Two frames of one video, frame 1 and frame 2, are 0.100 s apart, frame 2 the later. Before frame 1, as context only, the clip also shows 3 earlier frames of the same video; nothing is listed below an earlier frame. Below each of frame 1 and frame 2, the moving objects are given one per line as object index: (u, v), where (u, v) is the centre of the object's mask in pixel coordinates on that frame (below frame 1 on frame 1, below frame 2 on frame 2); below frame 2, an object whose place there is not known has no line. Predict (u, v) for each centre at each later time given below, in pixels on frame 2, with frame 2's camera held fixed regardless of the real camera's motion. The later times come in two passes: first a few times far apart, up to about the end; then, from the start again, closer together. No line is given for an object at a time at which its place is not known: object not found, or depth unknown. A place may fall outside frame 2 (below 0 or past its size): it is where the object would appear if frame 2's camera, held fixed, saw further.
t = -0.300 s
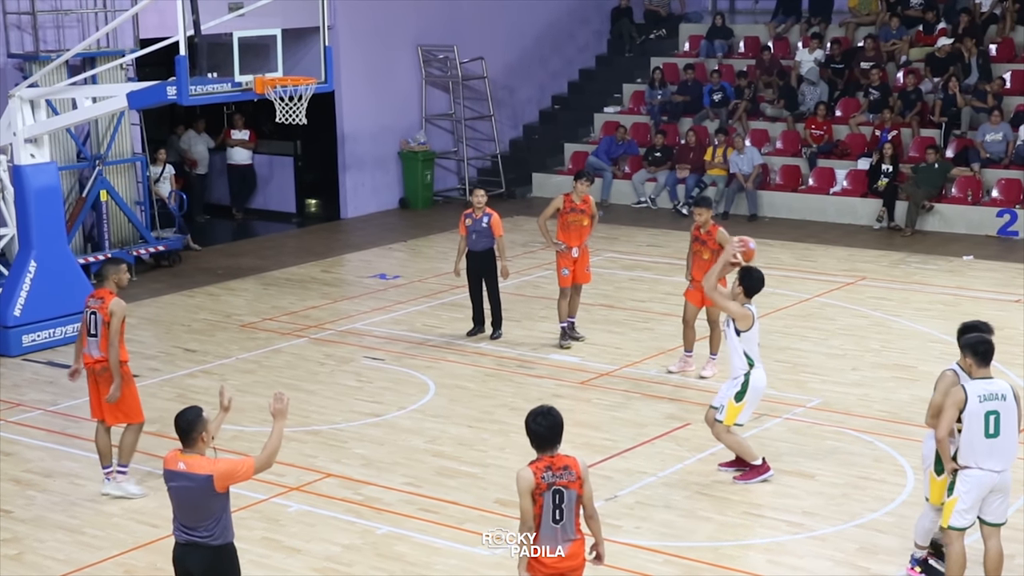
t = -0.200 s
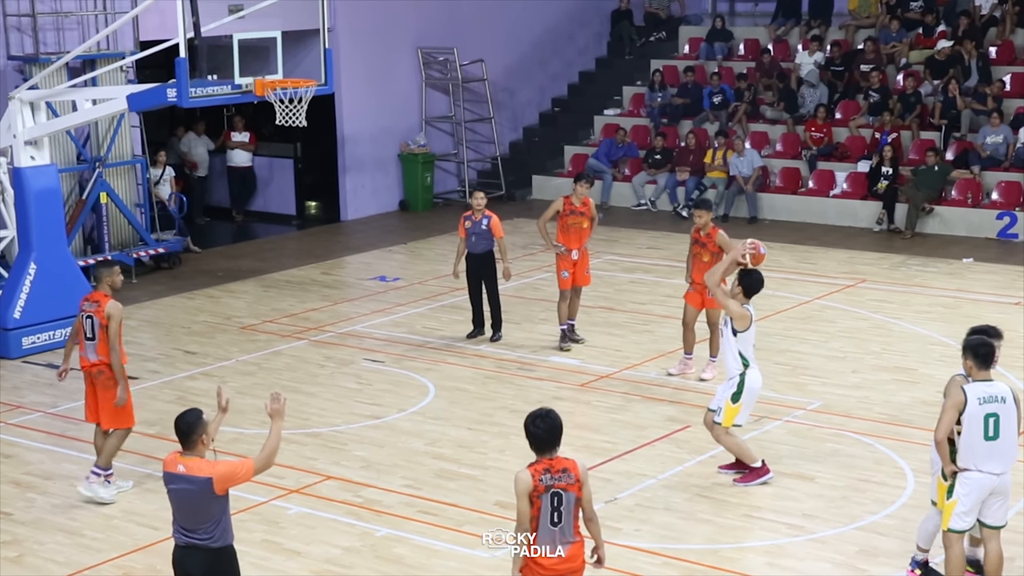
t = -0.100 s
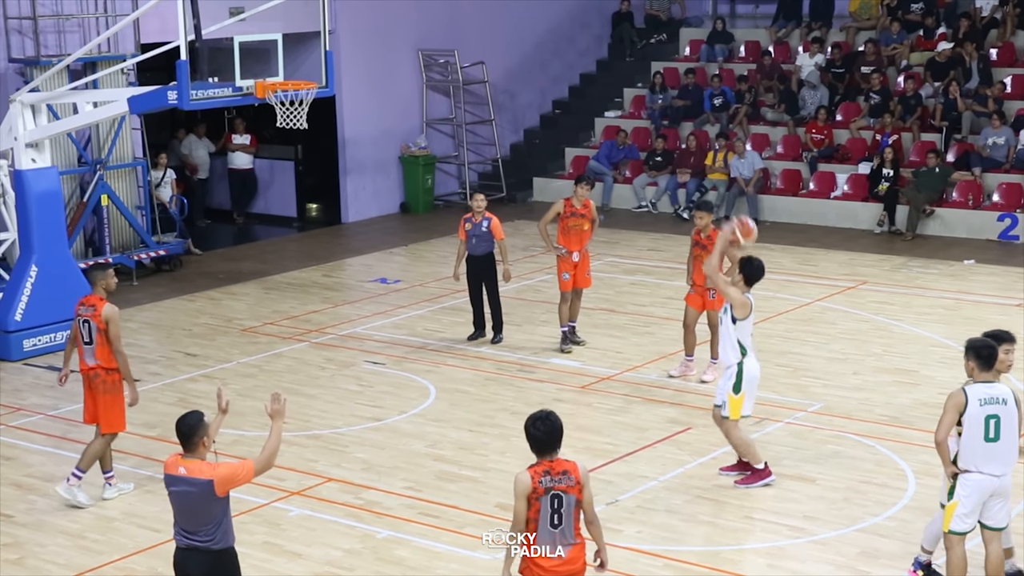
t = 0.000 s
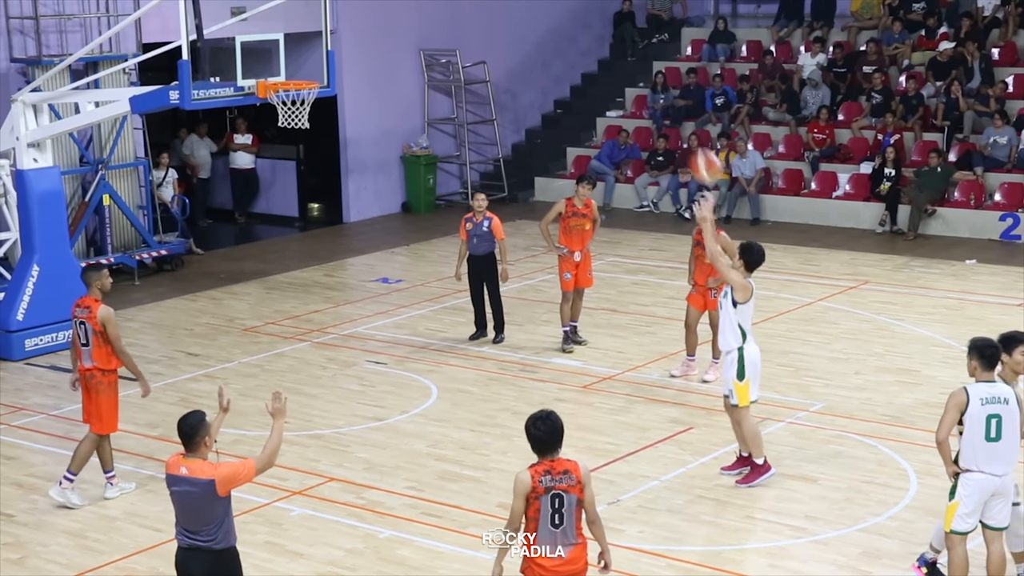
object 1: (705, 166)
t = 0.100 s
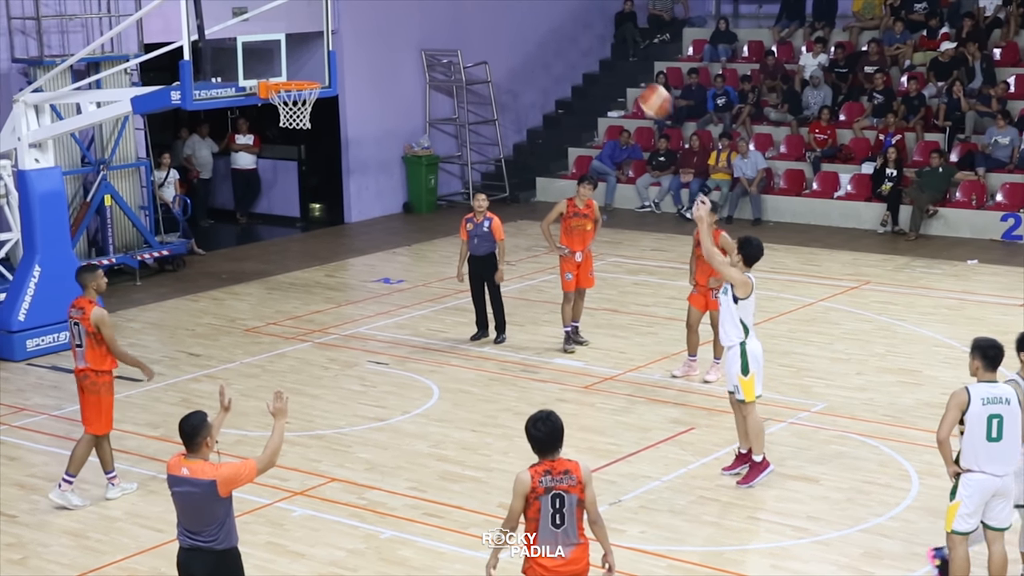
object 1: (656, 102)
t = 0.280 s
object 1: (567, 16)
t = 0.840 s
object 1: (332, 10)
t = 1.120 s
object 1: (299, 33)
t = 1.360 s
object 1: (360, -10)
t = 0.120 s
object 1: (645, 89)
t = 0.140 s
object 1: (635, 78)
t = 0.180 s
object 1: (615, 58)
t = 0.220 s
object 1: (595, 39)
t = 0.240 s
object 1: (586, 31)
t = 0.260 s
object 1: (577, 23)
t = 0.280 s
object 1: (567, 16)
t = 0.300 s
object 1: (558, 10)
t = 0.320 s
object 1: (549, 6)
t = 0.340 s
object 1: (540, 4)
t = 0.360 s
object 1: (530, 1)
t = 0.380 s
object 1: (522, -1)
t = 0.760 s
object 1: (361, -3)
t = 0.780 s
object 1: (354, -1)
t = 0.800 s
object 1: (346, 1)
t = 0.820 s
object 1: (339, 3)
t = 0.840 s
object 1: (332, 10)
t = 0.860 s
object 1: (325, 16)
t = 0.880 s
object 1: (317, 23)
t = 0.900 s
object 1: (310, 30)
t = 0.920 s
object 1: (303, 37)
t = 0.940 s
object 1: (298, 44)
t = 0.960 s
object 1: (290, 52)
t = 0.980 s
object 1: (284, 60)
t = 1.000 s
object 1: (277, 69)
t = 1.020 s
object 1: (274, 72)
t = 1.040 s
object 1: (279, 63)
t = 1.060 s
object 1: (284, 55)
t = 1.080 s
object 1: (289, 47)
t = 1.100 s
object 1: (295, 40)
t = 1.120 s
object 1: (299, 33)
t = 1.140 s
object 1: (304, 27)
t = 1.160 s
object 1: (309, 20)
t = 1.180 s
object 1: (314, 14)
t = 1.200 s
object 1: (319, 9)
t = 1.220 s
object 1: (324, 3)
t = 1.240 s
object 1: (330, -1)
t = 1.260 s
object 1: (335, -3)
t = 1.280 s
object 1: (340, -5)
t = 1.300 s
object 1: (344, -7)
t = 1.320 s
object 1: (350, -8)
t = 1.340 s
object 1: (355, -9)
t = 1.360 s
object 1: (360, -10)
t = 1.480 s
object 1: (392, -12)
